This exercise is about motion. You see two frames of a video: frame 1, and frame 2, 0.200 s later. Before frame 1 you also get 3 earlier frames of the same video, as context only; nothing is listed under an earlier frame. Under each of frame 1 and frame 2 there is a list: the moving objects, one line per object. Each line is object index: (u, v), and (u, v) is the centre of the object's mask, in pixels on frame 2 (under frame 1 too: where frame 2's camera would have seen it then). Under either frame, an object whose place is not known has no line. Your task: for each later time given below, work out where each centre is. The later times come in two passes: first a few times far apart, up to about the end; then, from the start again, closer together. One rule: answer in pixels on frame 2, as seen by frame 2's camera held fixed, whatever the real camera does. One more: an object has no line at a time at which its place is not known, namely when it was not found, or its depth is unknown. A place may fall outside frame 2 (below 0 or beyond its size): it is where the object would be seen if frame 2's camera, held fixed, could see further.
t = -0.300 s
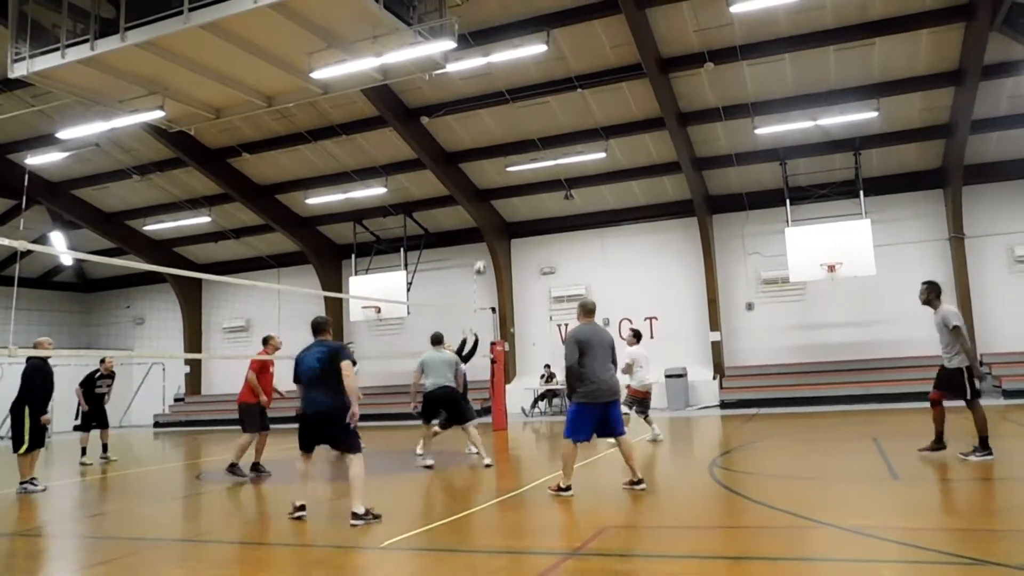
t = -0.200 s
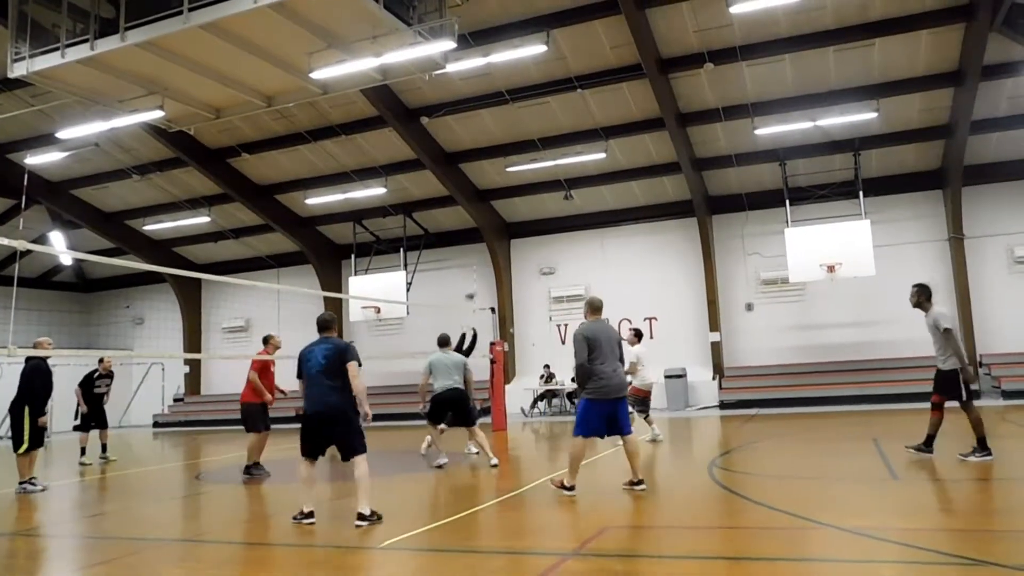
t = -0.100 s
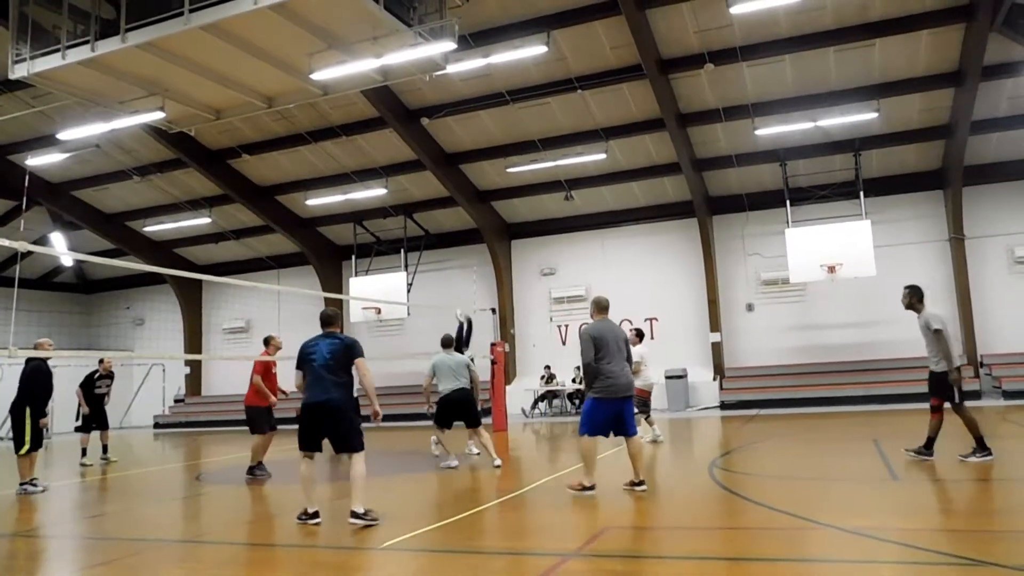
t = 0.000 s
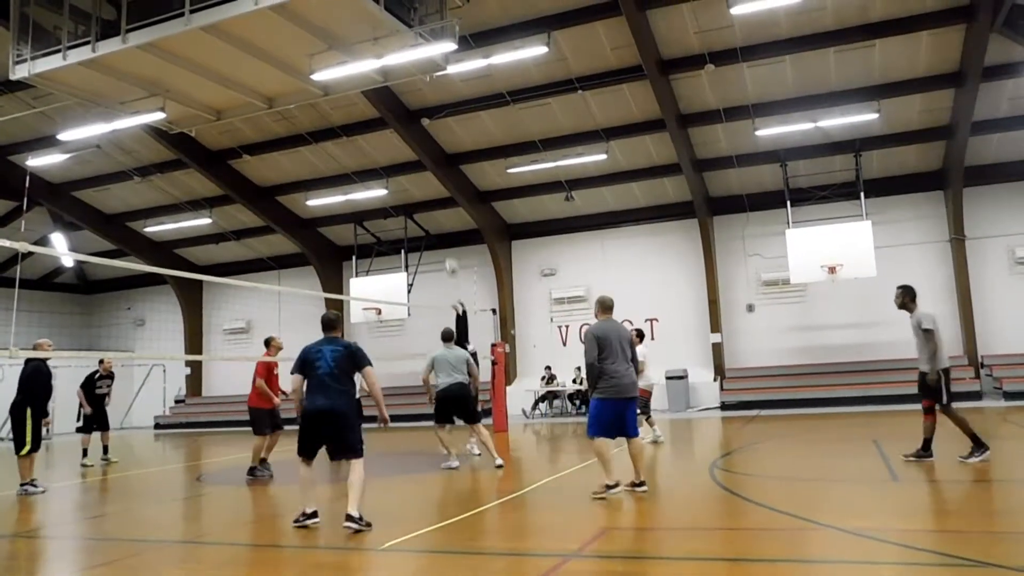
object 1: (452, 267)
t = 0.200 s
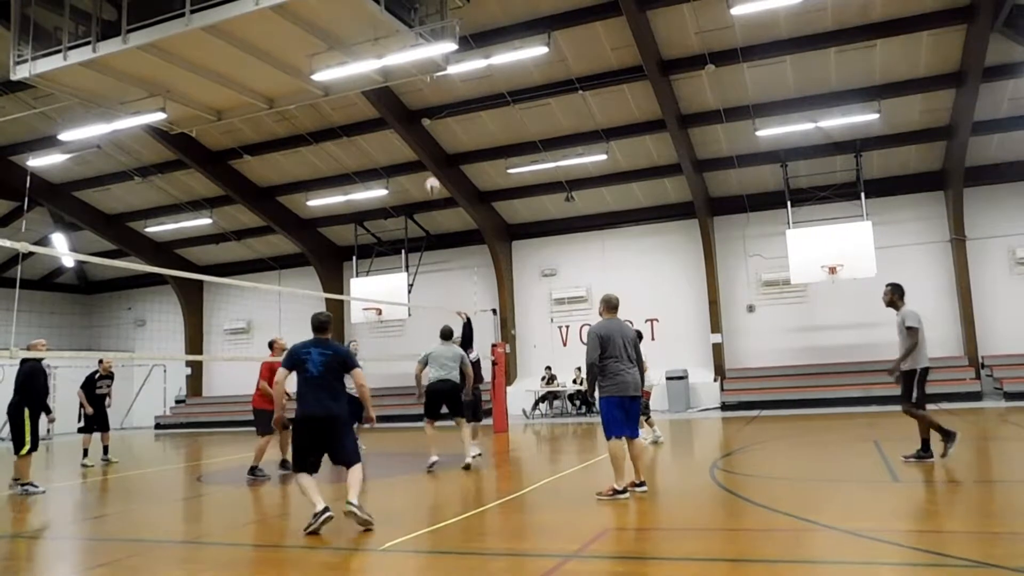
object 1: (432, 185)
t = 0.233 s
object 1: (429, 173)
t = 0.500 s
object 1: (405, 114)
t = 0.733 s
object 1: (382, 97)
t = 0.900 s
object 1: (366, 109)
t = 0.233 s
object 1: (429, 173)
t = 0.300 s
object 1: (423, 155)
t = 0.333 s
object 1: (420, 148)
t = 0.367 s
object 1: (417, 139)
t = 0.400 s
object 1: (414, 132)
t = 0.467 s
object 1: (408, 120)
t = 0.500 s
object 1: (405, 114)
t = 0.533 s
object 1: (401, 109)
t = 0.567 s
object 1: (398, 105)
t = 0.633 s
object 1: (392, 100)
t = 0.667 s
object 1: (389, 98)
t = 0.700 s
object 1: (386, 97)
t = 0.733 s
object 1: (382, 97)
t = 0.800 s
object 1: (376, 99)
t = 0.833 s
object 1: (372, 102)
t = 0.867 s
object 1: (369, 105)
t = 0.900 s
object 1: (366, 109)
